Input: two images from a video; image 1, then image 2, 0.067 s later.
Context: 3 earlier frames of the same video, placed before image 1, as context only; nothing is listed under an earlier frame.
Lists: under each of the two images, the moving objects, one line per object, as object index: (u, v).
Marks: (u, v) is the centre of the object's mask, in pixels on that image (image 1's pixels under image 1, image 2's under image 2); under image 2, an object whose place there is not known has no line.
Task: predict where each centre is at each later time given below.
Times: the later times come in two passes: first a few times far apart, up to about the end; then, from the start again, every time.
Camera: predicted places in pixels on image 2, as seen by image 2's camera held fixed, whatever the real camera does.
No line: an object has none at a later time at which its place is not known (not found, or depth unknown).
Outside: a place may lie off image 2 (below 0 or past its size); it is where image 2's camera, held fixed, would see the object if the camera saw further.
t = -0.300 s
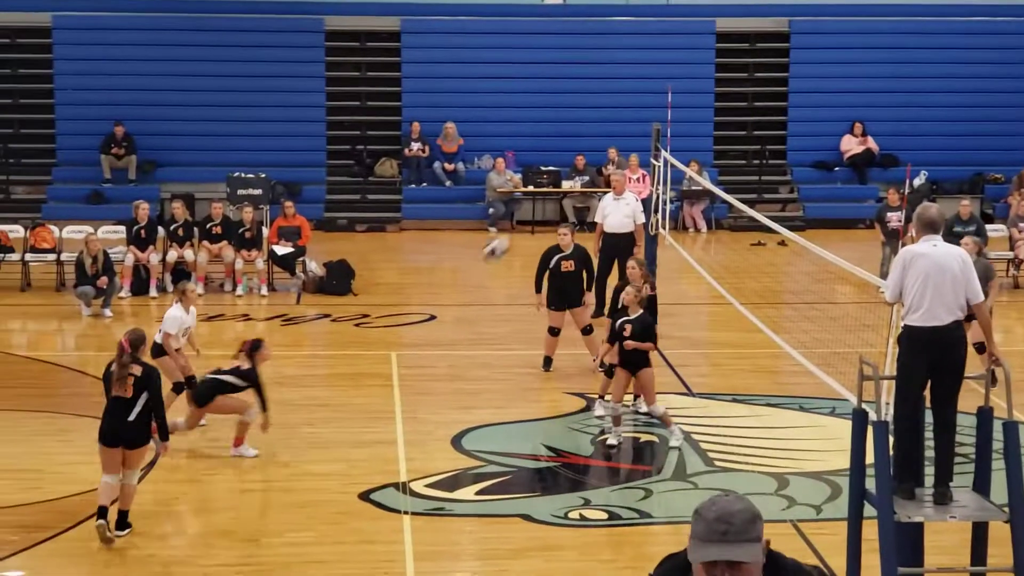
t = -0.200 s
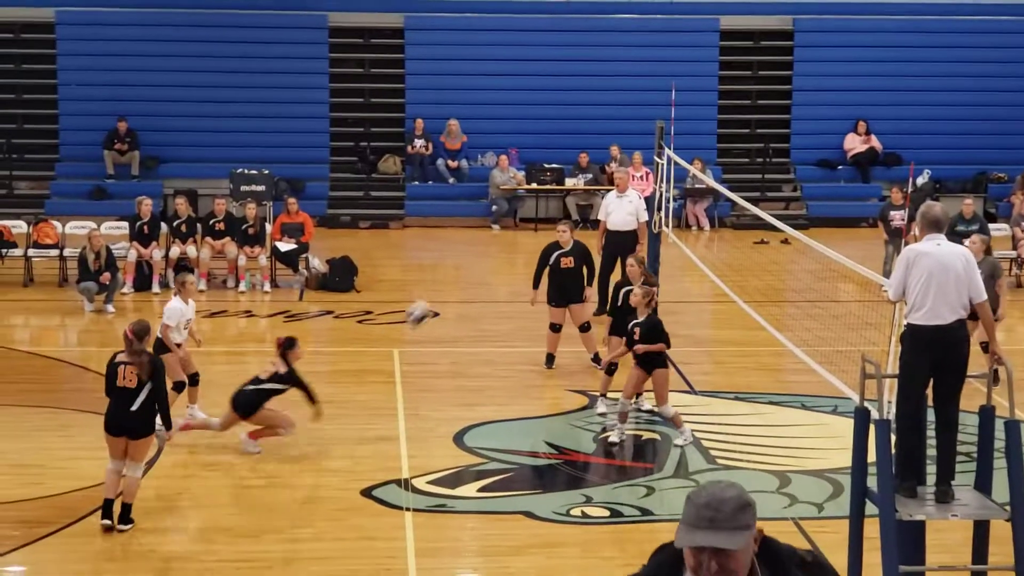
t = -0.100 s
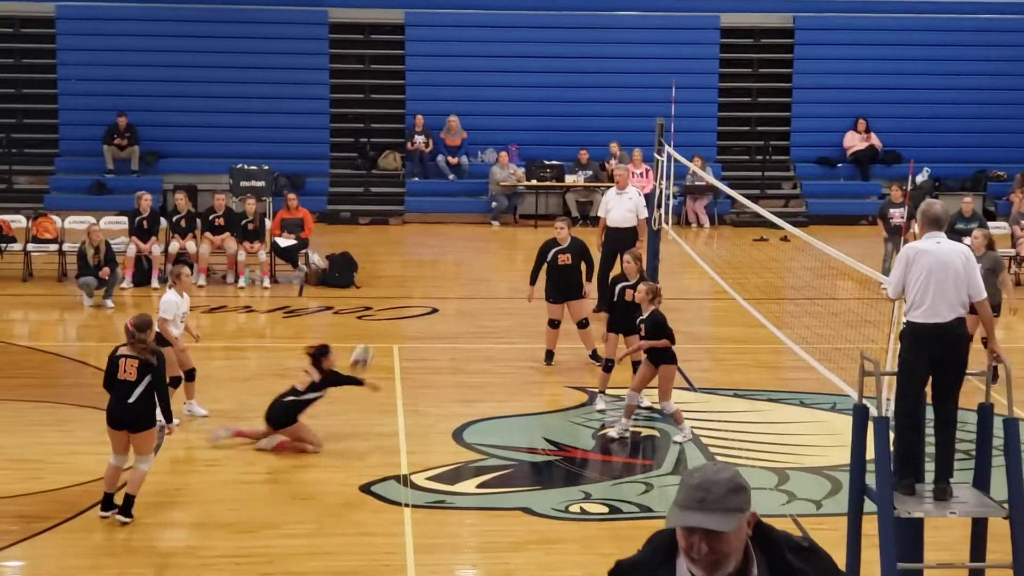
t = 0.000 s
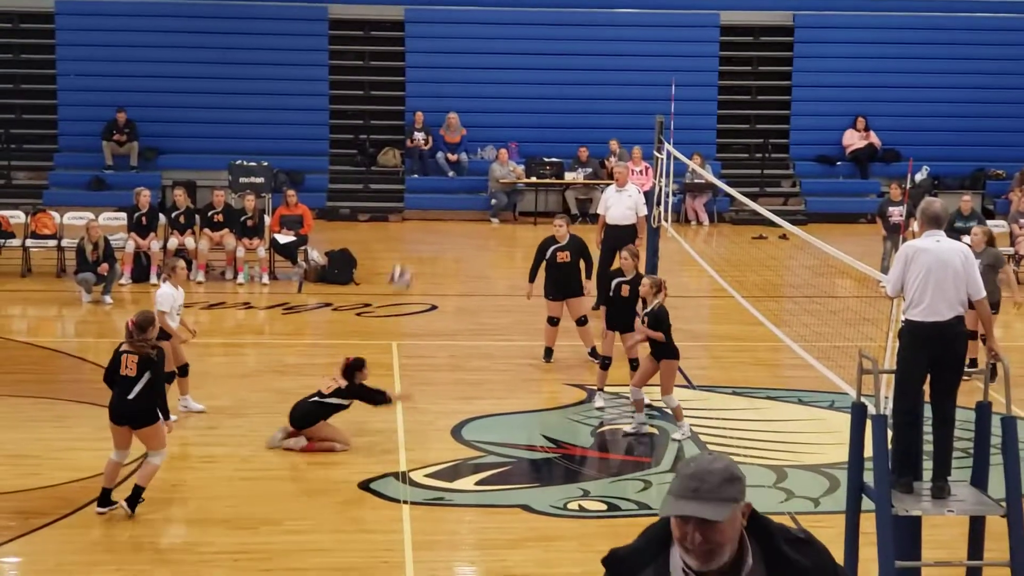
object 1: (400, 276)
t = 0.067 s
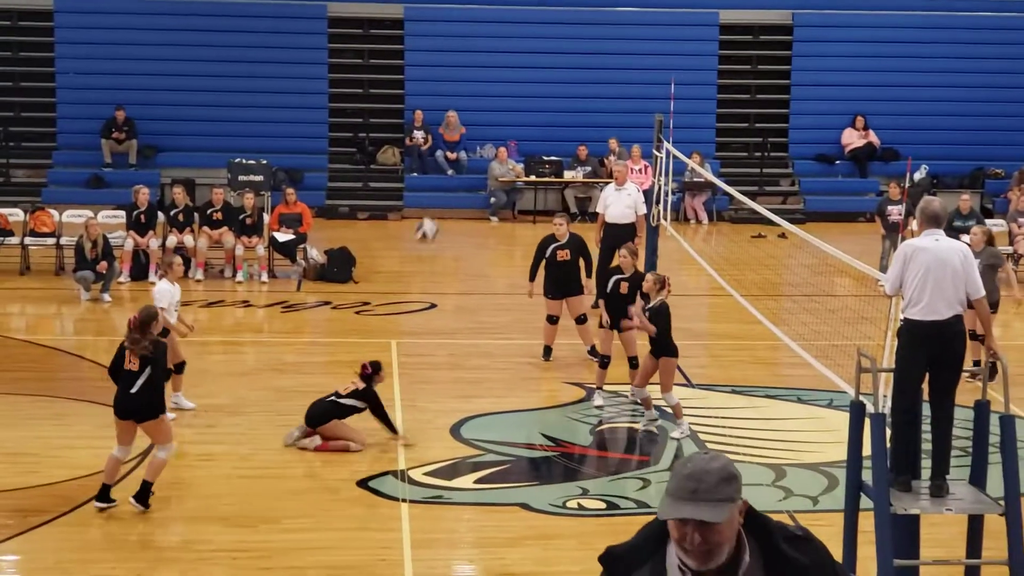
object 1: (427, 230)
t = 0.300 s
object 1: (517, 107)
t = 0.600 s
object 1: (624, 31)
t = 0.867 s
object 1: (713, 40)
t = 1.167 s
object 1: (805, 137)
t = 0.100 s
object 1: (441, 209)
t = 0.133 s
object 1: (454, 190)
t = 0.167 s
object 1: (466, 171)
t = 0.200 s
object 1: (481, 152)
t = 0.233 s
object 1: (491, 136)
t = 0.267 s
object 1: (504, 121)
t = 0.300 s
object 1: (517, 107)
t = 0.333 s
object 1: (529, 94)
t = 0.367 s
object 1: (542, 82)
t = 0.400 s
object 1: (554, 71)
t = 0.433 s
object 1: (565, 61)
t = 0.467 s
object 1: (577, 54)
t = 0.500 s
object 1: (589, 46)
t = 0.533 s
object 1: (601, 40)
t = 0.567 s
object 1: (612, 35)
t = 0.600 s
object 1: (624, 31)
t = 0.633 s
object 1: (635, 28)
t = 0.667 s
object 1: (646, 26)
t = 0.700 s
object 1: (657, 27)
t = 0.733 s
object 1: (668, 27)
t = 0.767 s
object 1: (680, 29)
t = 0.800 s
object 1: (691, 32)
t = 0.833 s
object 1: (702, 35)
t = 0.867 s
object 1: (713, 40)
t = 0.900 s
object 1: (723, 47)
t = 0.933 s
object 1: (734, 53)
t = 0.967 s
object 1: (745, 63)
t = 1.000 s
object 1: (755, 73)
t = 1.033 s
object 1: (765, 83)
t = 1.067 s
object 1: (775, 95)
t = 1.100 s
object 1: (784, 108)
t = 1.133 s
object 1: (794, 121)
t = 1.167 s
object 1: (805, 137)
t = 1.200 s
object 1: (815, 152)
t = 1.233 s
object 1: (825, 168)
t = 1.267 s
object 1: (834, 185)
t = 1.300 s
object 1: (843, 205)
